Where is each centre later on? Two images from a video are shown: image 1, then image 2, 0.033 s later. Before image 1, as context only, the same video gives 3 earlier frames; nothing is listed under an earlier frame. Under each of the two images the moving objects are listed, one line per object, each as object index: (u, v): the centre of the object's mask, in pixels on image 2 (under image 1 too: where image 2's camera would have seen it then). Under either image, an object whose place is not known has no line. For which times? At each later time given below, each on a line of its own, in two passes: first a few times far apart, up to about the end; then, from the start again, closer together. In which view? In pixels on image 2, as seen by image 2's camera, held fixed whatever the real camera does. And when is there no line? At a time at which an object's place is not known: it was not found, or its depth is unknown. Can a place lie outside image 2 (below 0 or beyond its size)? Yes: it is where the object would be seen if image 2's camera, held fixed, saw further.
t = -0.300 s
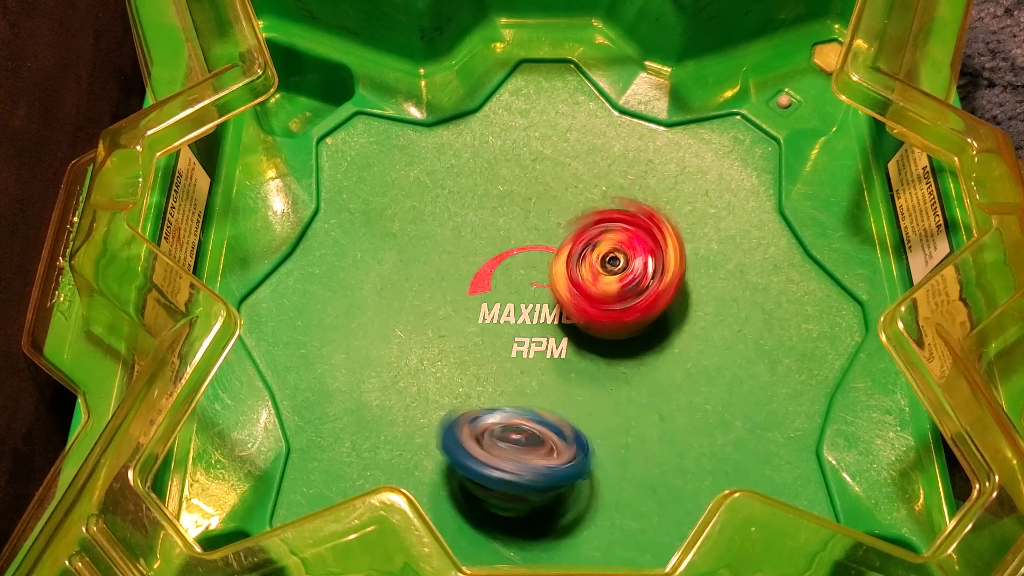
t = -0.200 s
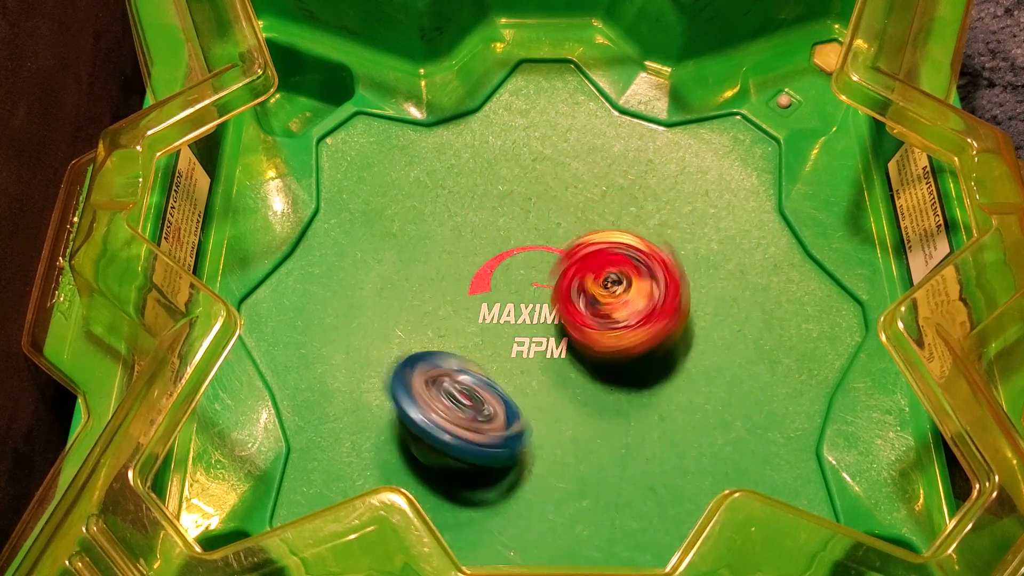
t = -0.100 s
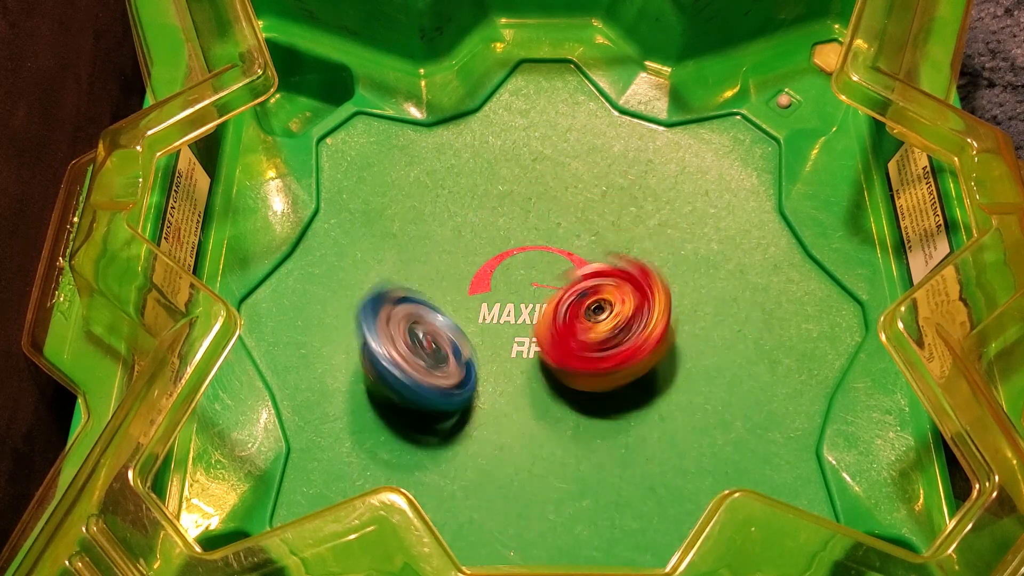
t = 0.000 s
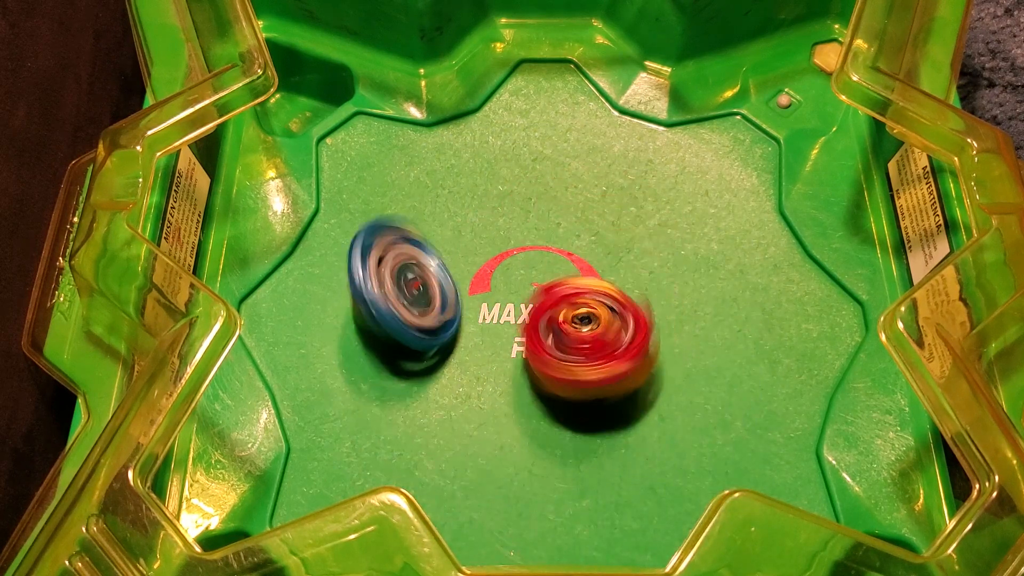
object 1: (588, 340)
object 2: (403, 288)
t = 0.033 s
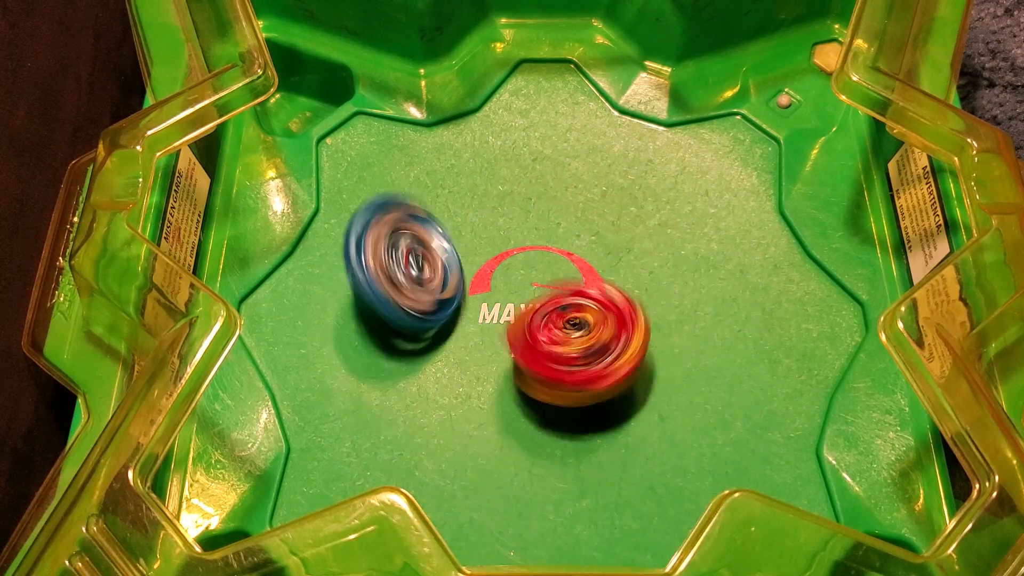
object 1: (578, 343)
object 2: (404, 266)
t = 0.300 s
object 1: (510, 336)
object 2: (492, 175)
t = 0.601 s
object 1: (525, 286)
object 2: (668, 244)
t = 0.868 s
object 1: (588, 318)
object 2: (693, 414)
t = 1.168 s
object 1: (585, 370)
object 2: (511, 475)
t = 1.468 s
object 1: (553, 311)
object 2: (371, 309)
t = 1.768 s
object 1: (549, 264)
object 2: (386, 214)
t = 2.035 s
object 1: (551, 293)
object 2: (411, 214)
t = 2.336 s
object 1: (538, 297)
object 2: (409, 226)
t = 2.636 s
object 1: (549, 311)
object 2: (413, 229)
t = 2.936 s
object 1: (588, 303)
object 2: (416, 231)
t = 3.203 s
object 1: (586, 305)
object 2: (419, 233)
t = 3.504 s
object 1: (583, 307)
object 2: (422, 235)
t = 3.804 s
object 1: (586, 306)
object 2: (424, 237)
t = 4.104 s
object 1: (585, 306)
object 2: (426, 238)
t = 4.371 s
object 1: (584, 307)
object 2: (427, 239)
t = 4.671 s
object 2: (430, 241)
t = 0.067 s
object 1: (564, 349)
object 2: (408, 247)
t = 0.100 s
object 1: (548, 352)
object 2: (414, 231)
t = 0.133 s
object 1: (535, 351)
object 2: (422, 215)
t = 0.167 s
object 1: (529, 349)
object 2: (431, 202)
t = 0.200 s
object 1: (523, 348)
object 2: (445, 191)
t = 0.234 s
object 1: (520, 346)
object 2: (458, 181)
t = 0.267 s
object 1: (514, 342)
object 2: (476, 175)
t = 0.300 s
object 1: (510, 336)
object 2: (492, 175)
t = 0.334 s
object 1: (504, 324)
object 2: (513, 173)
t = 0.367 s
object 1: (501, 314)
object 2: (532, 172)
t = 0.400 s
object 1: (501, 302)
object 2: (555, 174)
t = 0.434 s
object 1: (507, 297)
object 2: (574, 181)
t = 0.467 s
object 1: (508, 296)
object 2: (596, 187)
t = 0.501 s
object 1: (512, 295)
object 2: (614, 200)
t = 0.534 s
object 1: (513, 292)
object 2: (634, 212)
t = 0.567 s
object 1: (518, 289)
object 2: (650, 227)
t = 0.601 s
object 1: (525, 286)
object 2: (668, 244)
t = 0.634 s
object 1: (537, 287)
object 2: (681, 265)
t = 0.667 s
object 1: (550, 289)
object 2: (690, 287)
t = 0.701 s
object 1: (563, 295)
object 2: (698, 308)
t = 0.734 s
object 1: (572, 300)
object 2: (704, 332)
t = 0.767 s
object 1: (576, 305)
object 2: (706, 353)
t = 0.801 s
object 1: (579, 308)
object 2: (705, 375)
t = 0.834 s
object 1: (583, 313)
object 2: (700, 394)
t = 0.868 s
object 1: (588, 318)
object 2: (693, 414)
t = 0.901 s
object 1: (590, 325)
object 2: (683, 432)
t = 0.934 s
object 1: (591, 336)
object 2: (670, 449)
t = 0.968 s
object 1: (591, 346)
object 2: (654, 461)
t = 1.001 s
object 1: (589, 355)
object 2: (635, 470)
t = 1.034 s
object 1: (589, 361)
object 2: (613, 477)
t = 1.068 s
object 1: (586, 370)
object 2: (590, 481)
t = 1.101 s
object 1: (586, 374)
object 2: (564, 483)
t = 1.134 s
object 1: (586, 374)
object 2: (537, 479)
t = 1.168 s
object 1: (585, 370)
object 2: (511, 475)
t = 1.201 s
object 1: (582, 367)
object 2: (487, 464)
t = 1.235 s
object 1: (575, 359)
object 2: (468, 450)
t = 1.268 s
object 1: (573, 352)
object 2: (449, 431)
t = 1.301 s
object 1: (570, 346)
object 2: (429, 412)
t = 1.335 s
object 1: (566, 338)
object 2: (415, 393)
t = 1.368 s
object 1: (565, 332)
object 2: (401, 372)
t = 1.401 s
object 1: (560, 326)
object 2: (389, 352)
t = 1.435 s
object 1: (557, 320)
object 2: (380, 328)
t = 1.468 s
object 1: (553, 311)
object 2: (371, 309)
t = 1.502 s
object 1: (551, 302)
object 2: (366, 290)
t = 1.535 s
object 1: (551, 296)
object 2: (362, 273)
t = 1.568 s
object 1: (549, 290)
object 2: (360, 258)
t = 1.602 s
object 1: (549, 285)
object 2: (361, 246)
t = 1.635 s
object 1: (547, 280)
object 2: (364, 237)
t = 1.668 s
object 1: (546, 273)
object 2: (368, 229)
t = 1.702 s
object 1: (548, 269)
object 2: (373, 223)
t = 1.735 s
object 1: (548, 266)
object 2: (379, 218)
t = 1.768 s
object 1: (549, 264)
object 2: (386, 214)
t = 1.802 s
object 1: (547, 266)
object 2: (393, 212)
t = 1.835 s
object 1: (544, 267)
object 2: (397, 211)
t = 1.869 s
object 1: (542, 270)
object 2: (401, 210)
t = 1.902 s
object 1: (541, 271)
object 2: (405, 210)
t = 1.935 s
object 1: (546, 272)
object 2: (408, 210)
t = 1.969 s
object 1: (549, 278)
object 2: (410, 211)
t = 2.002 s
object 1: (550, 284)
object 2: (411, 212)
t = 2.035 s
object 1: (551, 293)
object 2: (411, 214)
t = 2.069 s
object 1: (545, 297)
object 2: (410, 215)
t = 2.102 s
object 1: (543, 300)
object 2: (410, 216)
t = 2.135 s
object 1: (541, 301)
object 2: (409, 217)
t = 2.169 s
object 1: (537, 303)
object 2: (409, 219)
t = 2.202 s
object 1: (537, 302)
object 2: (408, 220)
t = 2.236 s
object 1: (536, 299)
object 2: (407, 222)
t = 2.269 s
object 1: (536, 297)
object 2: (407, 224)
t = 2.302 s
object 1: (537, 297)
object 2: (407, 225)
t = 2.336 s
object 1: (538, 297)
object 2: (409, 226)
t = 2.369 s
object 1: (539, 299)
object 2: (410, 226)
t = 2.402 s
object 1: (539, 300)
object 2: (410, 227)
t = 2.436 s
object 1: (546, 304)
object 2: (410, 227)
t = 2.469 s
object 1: (546, 306)
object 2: (411, 227)
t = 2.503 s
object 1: (545, 307)
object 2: (411, 228)
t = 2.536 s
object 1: (544, 306)
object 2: (412, 228)
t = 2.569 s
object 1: (543, 307)
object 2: (412, 228)
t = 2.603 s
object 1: (545, 309)
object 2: (413, 229)
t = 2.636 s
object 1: (549, 311)
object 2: (413, 229)
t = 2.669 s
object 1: (556, 311)
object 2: (413, 229)
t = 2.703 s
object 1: (563, 310)
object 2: (414, 229)
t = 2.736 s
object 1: (568, 309)
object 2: (414, 230)
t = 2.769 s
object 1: (572, 308)
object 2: (415, 230)
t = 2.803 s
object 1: (575, 308)
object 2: (415, 230)
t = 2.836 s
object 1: (578, 308)
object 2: (415, 231)
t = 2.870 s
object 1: (582, 307)
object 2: (416, 231)
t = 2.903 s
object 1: (586, 305)
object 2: (416, 231)
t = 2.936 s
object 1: (588, 303)
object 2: (416, 231)
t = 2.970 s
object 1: (586, 305)
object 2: (417, 232)
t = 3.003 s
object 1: (584, 306)
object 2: (417, 232)
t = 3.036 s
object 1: (582, 307)
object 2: (417, 232)
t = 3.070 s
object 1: (582, 307)
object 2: (418, 232)
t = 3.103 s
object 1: (584, 306)
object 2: (418, 232)
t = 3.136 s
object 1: (587, 305)
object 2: (418, 233)
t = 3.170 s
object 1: (588, 304)
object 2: (419, 233)
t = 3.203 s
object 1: (586, 305)
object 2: (419, 233)
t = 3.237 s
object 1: (584, 306)
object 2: (419, 233)
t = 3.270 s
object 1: (583, 307)
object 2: (419, 233)
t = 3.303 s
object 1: (583, 307)
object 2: (420, 234)
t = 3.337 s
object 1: (585, 306)
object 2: (420, 234)
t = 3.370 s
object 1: (587, 305)
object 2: (420, 234)
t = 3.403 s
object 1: (587, 305)
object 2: (421, 235)
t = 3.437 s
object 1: (586, 305)
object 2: (421, 235)
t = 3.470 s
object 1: (584, 307)
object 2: (421, 235)
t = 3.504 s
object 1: (583, 307)
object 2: (422, 235)
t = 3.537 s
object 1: (584, 307)
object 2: (422, 235)
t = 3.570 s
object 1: (585, 306)
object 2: (422, 236)
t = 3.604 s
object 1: (586, 305)
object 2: (422, 236)
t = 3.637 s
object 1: (586, 305)
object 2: (423, 236)
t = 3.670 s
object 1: (585, 306)
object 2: (423, 236)
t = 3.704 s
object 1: (583, 307)
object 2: (423, 236)
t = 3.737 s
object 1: (584, 307)
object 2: (424, 237)
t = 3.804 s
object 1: (586, 306)
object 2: (424, 237)
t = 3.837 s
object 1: (585, 306)
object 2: (424, 237)
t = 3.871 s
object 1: (584, 307)
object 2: (425, 237)
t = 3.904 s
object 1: (584, 307)
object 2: (425, 237)
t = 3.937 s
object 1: (585, 306)
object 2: (425, 237)
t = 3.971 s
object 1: (586, 306)
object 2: (425, 237)
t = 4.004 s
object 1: (585, 306)
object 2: (425, 237)
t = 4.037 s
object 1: (584, 307)
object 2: (425, 238)
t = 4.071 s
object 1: (584, 307)
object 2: (426, 238)
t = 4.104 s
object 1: (585, 306)
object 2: (426, 238)
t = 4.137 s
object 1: (585, 306)
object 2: (426, 238)
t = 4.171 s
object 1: (585, 306)
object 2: (426, 238)
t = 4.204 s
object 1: (584, 307)
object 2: (427, 239)
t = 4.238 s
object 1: (584, 307)
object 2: (427, 239)
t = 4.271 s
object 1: (585, 306)
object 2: (427, 239)
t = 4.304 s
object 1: (585, 306)
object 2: (427, 239)
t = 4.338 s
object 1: (584, 307)
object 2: (427, 239)
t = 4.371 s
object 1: (584, 307)
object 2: (427, 239)
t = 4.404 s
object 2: (428, 239)
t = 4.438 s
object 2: (428, 239)
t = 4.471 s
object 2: (428, 240)
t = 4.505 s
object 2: (429, 240)
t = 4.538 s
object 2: (429, 240)
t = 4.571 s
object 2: (429, 241)
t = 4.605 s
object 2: (430, 241)
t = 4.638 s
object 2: (430, 241)
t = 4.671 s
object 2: (430, 241)
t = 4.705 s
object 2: (430, 241)
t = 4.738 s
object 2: (431, 241)
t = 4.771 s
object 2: (431, 242)
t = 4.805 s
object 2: (431, 242)
